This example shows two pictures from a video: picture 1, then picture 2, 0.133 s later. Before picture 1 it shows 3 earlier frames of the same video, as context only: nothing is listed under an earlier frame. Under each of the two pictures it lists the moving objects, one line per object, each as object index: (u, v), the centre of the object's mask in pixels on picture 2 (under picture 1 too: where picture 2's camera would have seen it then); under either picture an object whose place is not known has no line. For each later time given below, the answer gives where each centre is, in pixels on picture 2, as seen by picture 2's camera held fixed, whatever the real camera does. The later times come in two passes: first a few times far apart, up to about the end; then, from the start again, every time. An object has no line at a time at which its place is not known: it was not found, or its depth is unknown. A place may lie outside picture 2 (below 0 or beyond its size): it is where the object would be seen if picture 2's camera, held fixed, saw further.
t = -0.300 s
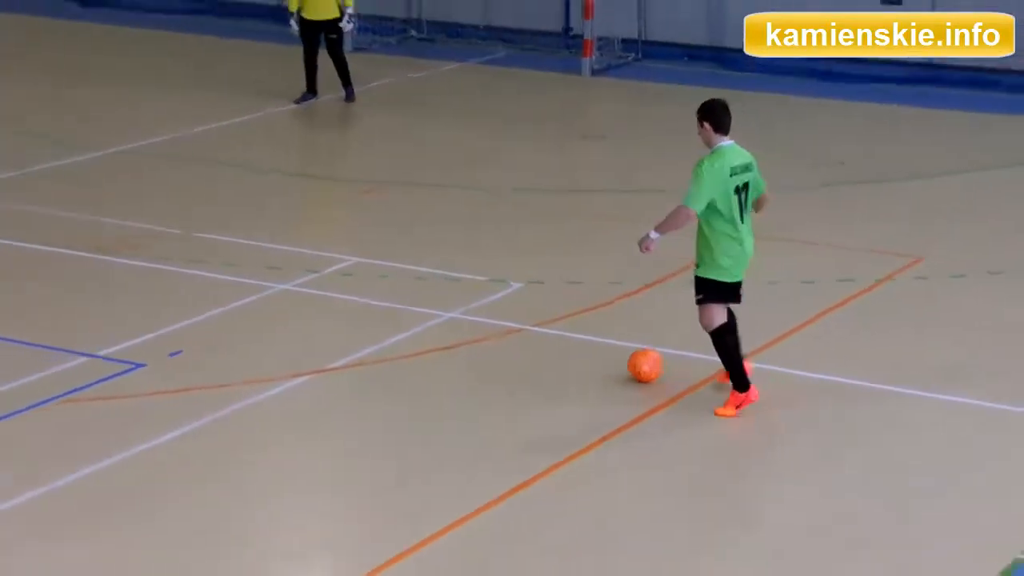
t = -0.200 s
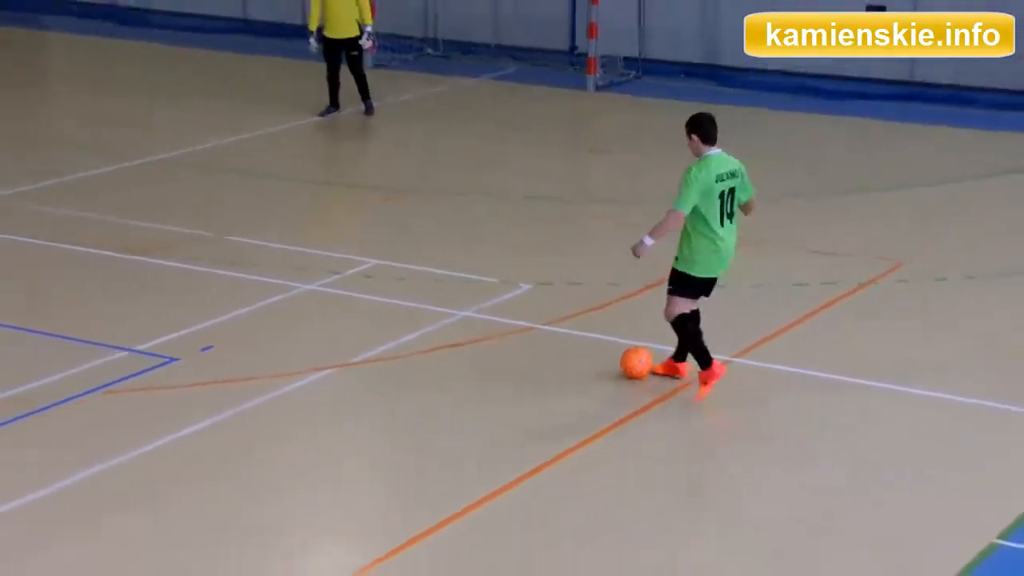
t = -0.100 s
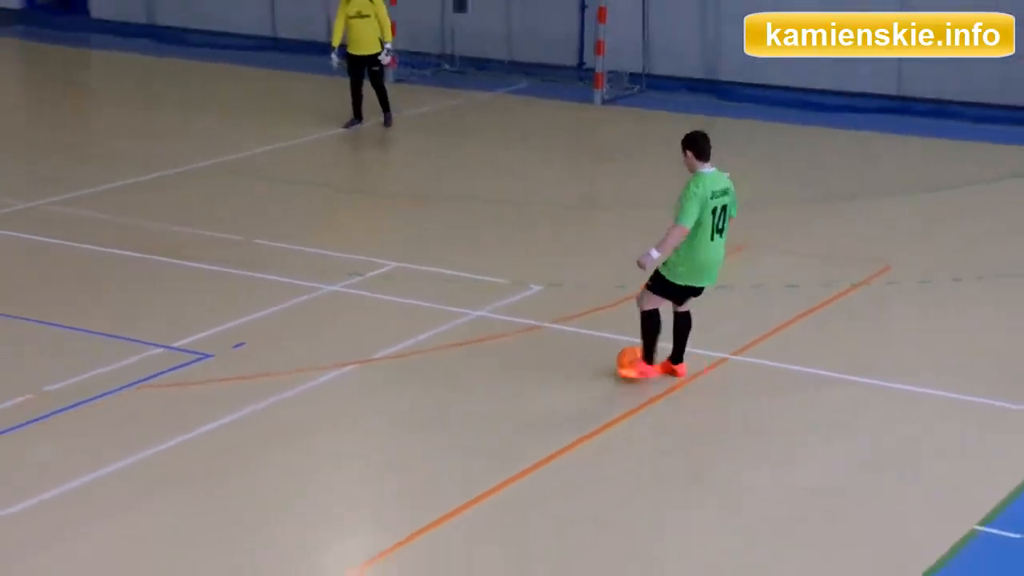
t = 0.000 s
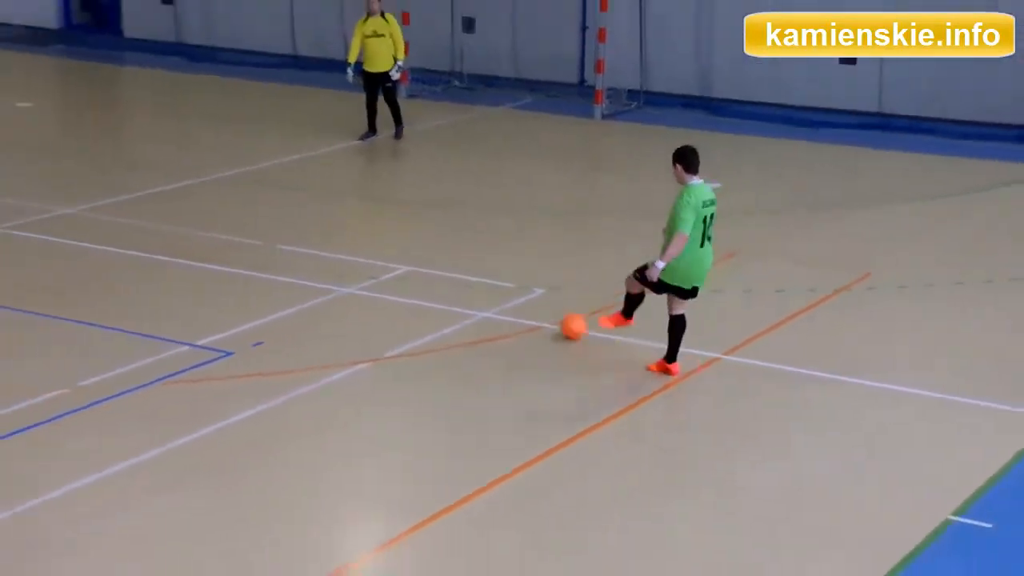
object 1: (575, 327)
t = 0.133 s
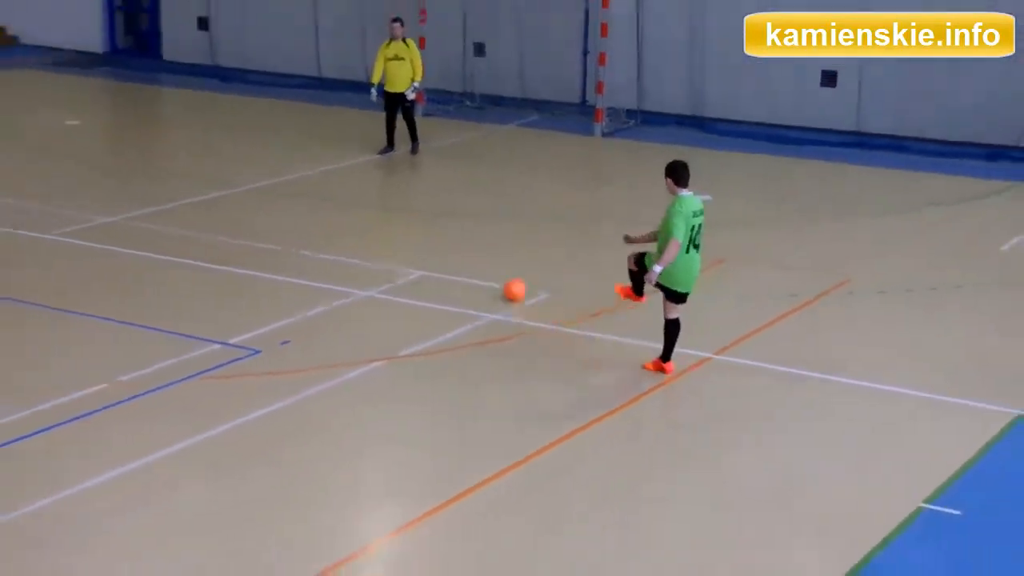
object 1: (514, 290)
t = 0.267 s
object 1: (465, 260)
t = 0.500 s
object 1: (401, 221)
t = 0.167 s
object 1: (502, 282)
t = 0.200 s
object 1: (489, 274)
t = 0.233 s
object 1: (477, 266)
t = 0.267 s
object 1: (465, 260)
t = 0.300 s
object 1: (455, 254)
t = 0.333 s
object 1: (445, 247)
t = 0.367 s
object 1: (434, 241)
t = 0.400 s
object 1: (425, 236)
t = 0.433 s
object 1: (417, 230)
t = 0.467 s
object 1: (409, 226)
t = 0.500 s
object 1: (401, 221)
